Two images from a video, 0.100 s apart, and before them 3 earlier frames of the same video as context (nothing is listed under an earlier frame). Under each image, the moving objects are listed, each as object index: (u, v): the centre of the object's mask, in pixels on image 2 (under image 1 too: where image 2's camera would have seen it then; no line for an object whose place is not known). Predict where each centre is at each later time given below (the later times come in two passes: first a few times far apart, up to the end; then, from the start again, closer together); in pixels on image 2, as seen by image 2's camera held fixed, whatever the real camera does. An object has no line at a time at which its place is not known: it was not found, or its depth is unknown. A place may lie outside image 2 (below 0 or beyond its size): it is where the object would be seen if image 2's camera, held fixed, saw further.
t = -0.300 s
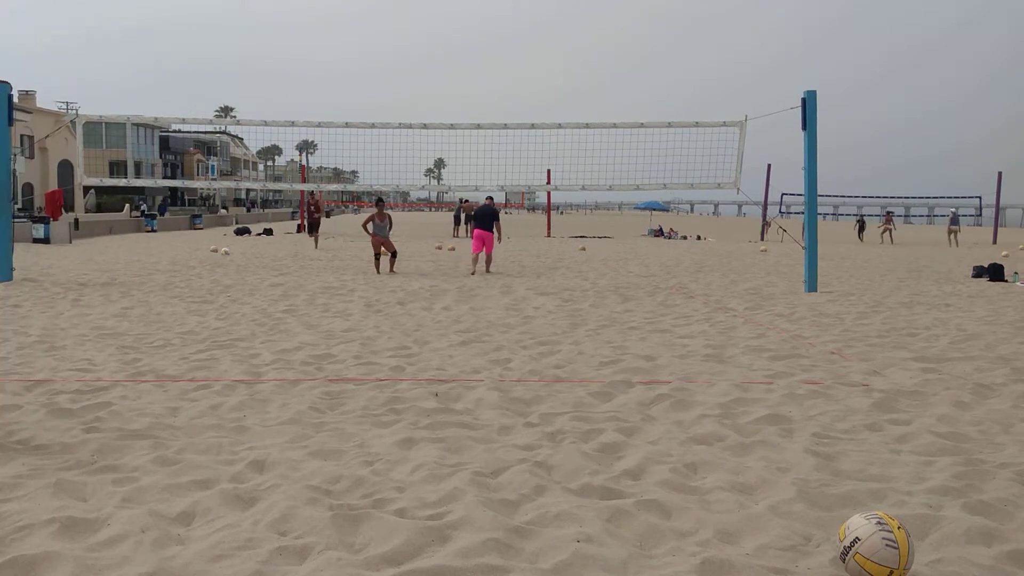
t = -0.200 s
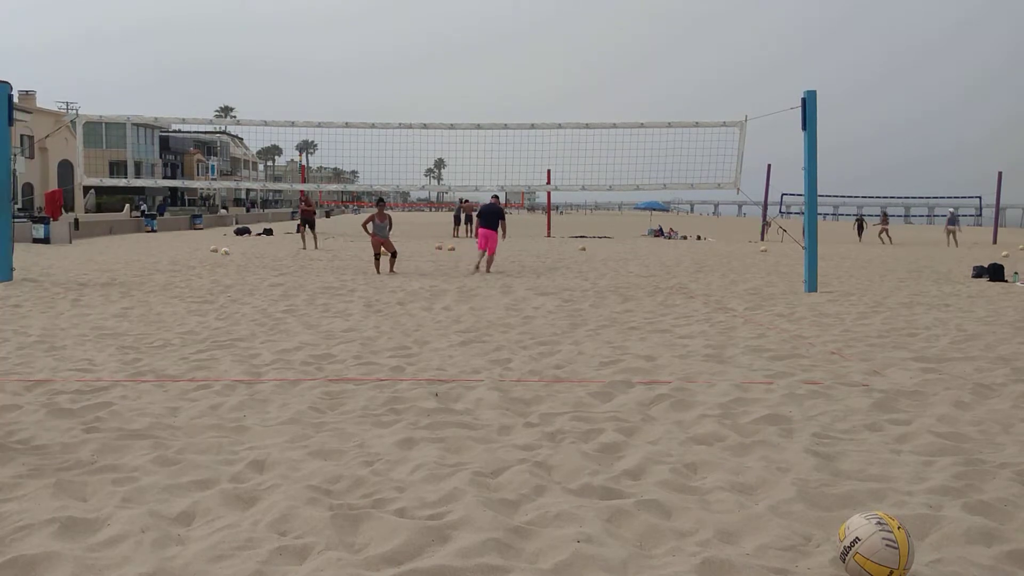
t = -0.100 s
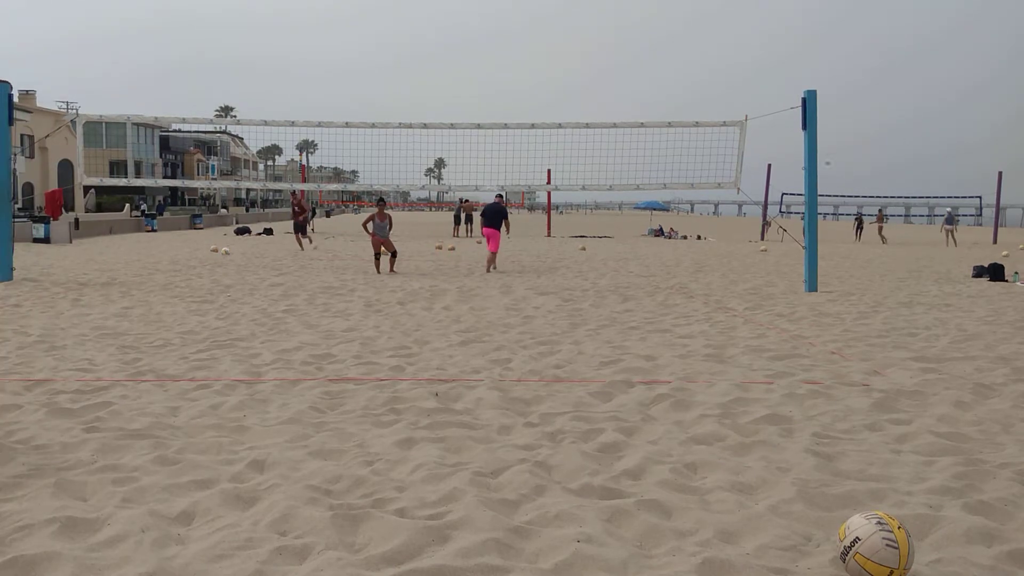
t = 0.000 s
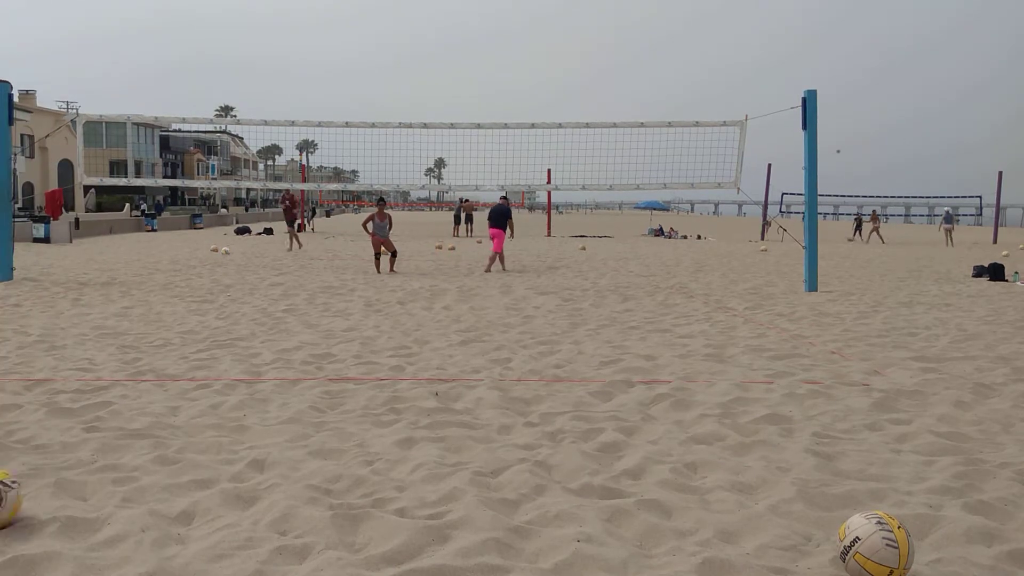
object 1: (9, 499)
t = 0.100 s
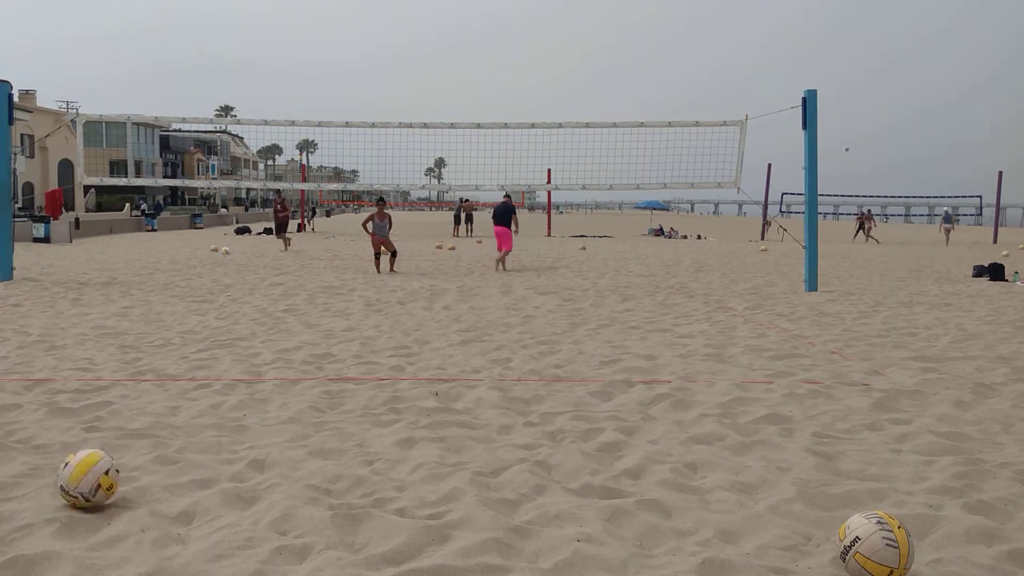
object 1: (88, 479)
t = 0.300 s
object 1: (231, 457)
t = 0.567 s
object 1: (311, 439)
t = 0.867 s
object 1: (339, 434)
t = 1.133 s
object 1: (334, 440)
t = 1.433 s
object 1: (330, 438)
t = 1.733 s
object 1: (331, 438)
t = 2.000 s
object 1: (331, 438)
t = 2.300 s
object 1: (331, 438)
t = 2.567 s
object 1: (331, 438)
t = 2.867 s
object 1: (331, 438)
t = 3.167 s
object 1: (331, 438)
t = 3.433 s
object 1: (331, 438)
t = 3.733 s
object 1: (331, 438)
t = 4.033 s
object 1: (331, 438)
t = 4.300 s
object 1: (331, 438)
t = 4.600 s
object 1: (331, 438)
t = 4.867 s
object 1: (331, 438)
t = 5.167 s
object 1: (331, 438)
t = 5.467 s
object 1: (331, 438)
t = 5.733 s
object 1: (331, 438)
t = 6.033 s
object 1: (331, 438)
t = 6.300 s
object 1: (331, 438)
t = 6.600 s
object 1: (331, 438)
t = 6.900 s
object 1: (331, 438)
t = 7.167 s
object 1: (331, 438)
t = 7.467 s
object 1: (331, 438)
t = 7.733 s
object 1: (331, 438)
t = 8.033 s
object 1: (331, 438)
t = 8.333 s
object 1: (331, 438)
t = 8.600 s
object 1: (331, 438)
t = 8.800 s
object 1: (331, 438)
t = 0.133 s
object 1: (126, 468)
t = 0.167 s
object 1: (148, 463)
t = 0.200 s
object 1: (168, 458)
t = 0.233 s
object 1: (188, 458)
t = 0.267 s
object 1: (209, 460)
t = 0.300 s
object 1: (231, 457)
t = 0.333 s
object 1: (248, 456)
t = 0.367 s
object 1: (261, 450)
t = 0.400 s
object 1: (272, 448)
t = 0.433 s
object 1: (282, 445)
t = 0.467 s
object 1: (290, 445)
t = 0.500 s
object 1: (298, 443)
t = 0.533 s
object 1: (305, 441)
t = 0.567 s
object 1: (311, 439)
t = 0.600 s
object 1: (316, 438)
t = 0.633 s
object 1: (322, 438)
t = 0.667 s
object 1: (328, 439)
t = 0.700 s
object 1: (336, 438)
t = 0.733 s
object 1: (340, 434)
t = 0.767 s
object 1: (341, 432)
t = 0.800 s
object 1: (341, 431)
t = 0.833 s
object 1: (340, 432)
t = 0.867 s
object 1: (339, 434)
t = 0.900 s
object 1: (337, 436)
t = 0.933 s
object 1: (333, 438)
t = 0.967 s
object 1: (330, 439)
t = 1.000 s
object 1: (329, 439)
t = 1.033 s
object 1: (329, 440)
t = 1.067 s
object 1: (330, 440)
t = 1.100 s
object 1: (332, 440)
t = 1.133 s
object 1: (334, 440)
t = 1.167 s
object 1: (335, 439)
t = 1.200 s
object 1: (335, 439)
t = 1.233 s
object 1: (335, 439)
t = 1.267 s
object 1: (333, 439)
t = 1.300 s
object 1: (333, 438)
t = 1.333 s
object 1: (332, 438)
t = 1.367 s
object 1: (330, 438)
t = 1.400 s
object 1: (330, 438)
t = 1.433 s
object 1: (330, 438)
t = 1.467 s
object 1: (330, 438)
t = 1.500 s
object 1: (331, 438)
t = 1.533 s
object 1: (331, 438)
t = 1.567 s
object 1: (331, 438)
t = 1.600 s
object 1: (331, 438)
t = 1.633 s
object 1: (331, 438)
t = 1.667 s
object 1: (331, 438)
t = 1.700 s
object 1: (331, 438)
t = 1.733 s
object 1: (331, 438)
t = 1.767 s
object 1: (331, 438)
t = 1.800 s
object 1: (331, 438)
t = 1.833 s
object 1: (331, 438)
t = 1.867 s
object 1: (331, 438)
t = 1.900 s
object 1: (331, 438)
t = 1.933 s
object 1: (331, 438)
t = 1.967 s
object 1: (331, 438)
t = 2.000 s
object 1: (331, 438)
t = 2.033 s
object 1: (331, 438)
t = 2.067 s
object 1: (331, 438)
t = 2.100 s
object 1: (331, 438)
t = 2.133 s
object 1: (331, 438)
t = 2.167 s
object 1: (331, 438)
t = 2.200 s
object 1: (331, 438)
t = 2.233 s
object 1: (331, 438)
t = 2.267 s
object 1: (331, 438)
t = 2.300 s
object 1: (331, 438)
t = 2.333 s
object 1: (331, 438)
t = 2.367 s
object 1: (331, 438)
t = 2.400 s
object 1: (331, 438)
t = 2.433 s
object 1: (331, 438)
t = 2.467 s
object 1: (331, 438)
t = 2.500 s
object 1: (331, 438)
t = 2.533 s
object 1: (331, 438)
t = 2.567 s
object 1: (331, 438)
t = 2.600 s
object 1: (331, 438)
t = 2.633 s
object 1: (331, 438)
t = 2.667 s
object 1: (331, 438)
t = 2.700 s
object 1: (331, 438)
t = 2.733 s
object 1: (331, 438)
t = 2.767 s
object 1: (331, 438)
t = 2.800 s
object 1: (331, 438)
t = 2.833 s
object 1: (331, 438)
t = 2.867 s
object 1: (331, 438)
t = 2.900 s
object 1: (331, 438)
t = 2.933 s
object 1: (331, 438)
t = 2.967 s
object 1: (331, 438)
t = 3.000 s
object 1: (331, 438)
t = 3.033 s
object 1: (331, 438)
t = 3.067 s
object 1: (331, 438)
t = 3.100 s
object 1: (331, 438)
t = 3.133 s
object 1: (331, 438)
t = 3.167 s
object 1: (331, 438)
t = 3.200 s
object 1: (331, 438)
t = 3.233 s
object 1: (331, 438)
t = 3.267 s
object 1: (331, 438)
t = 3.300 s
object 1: (331, 438)
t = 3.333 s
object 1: (331, 438)
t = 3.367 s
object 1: (331, 438)
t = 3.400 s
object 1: (331, 438)
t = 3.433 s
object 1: (331, 438)
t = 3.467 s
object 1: (331, 438)
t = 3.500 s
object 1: (331, 438)
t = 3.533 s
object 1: (331, 438)
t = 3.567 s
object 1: (331, 438)
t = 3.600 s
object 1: (331, 438)
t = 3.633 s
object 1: (331, 438)
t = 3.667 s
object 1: (331, 438)
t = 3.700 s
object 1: (331, 438)
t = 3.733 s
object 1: (331, 438)
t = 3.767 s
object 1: (331, 438)
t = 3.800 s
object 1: (331, 438)
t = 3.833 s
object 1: (331, 438)
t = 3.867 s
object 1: (331, 438)
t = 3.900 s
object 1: (331, 438)
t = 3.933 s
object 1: (331, 438)
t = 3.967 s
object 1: (331, 438)
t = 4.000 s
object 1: (331, 438)
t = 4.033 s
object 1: (331, 438)
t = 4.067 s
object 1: (331, 438)
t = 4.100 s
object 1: (331, 438)
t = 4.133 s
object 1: (331, 438)
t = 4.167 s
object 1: (331, 438)
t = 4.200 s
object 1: (331, 438)
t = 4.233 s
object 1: (331, 438)
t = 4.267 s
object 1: (331, 438)
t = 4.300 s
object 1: (331, 438)
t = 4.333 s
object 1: (331, 438)
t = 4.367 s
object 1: (331, 438)
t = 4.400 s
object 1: (331, 438)
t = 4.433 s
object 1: (331, 438)
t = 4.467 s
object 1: (331, 438)
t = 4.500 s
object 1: (331, 438)
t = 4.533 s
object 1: (331, 438)
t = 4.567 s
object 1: (331, 438)
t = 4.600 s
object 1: (331, 438)
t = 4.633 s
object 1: (331, 438)
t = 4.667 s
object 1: (331, 438)
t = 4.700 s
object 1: (331, 438)
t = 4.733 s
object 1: (331, 438)
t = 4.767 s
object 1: (331, 438)
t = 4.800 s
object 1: (331, 438)
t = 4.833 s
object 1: (331, 438)
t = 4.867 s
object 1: (331, 438)
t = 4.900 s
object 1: (331, 438)
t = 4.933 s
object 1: (331, 438)
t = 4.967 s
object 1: (331, 438)
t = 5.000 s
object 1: (331, 438)
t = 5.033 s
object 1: (331, 438)
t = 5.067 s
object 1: (331, 438)
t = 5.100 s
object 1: (331, 438)
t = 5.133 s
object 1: (331, 438)
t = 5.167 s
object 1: (331, 438)
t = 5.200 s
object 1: (331, 438)
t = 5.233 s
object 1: (331, 438)
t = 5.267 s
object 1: (331, 438)
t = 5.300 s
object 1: (331, 438)
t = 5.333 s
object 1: (331, 438)
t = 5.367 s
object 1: (331, 438)
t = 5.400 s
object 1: (331, 438)
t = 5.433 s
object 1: (331, 438)
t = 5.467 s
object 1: (331, 438)
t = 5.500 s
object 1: (331, 438)
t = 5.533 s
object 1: (331, 438)
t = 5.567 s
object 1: (331, 438)
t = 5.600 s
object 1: (331, 438)
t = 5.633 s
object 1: (331, 438)
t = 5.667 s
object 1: (331, 438)
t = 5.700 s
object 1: (331, 438)
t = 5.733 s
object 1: (331, 438)
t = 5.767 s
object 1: (331, 438)
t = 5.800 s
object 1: (331, 438)
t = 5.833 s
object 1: (331, 438)
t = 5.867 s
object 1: (331, 438)
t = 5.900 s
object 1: (331, 438)
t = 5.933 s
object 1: (331, 438)
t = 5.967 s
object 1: (331, 438)
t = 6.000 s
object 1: (331, 438)
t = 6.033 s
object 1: (331, 438)
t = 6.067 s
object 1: (331, 438)
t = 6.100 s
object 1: (331, 438)
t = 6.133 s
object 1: (331, 438)
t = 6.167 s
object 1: (331, 438)
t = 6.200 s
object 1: (331, 438)
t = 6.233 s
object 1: (331, 438)
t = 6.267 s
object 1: (331, 438)
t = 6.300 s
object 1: (331, 438)
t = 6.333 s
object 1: (331, 438)
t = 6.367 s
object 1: (331, 438)
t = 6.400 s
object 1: (331, 438)
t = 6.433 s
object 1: (331, 438)
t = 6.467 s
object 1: (331, 438)
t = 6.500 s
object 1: (331, 438)
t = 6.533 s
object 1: (331, 438)
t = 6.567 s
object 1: (331, 438)
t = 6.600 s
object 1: (331, 438)
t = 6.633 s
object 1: (331, 438)
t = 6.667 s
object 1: (331, 438)
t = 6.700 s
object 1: (331, 438)
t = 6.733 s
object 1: (331, 438)
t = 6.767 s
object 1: (331, 438)
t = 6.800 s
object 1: (331, 438)
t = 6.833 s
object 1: (331, 438)
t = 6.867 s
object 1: (331, 438)
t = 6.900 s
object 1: (331, 438)
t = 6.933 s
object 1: (331, 438)
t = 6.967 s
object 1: (331, 438)
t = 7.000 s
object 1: (331, 438)
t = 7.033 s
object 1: (331, 438)
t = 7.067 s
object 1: (331, 438)
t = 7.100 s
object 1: (331, 438)
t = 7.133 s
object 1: (331, 438)
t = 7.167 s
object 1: (331, 438)
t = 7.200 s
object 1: (331, 438)
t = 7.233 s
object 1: (331, 438)
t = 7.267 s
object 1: (331, 438)
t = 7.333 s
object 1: (331, 438)
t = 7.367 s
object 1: (331, 438)
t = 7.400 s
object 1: (331, 438)
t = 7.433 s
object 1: (331, 438)
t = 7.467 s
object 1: (331, 438)
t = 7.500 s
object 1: (331, 438)
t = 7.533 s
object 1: (331, 438)
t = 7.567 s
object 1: (331, 438)
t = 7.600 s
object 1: (331, 438)
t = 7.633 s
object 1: (331, 438)
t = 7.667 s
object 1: (331, 438)
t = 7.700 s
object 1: (331, 438)
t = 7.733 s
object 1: (331, 438)
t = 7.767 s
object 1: (331, 438)
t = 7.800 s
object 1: (331, 438)
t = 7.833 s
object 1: (331, 438)
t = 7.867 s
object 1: (331, 438)
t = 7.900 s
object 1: (331, 438)
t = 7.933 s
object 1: (331, 438)
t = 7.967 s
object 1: (331, 438)
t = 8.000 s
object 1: (331, 438)
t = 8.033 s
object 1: (331, 438)
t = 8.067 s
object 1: (331, 438)
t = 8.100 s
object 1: (331, 438)
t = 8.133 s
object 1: (331, 438)
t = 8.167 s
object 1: (331, 438)
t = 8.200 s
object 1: (331, 438)
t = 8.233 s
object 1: (331, 438)
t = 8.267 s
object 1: (331, 438)
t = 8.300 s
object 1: (331, 438)
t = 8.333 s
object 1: (331, 438)
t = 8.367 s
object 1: (331, 438)
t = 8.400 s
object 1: (331, 438)
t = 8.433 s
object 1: (331, 438)
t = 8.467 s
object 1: (331, 438)
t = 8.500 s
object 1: (331, 438)
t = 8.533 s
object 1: (331, 438)
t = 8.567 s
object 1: (331, 438)
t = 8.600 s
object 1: (331, 438)
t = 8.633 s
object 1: (331, 438)
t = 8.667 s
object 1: (331, 438)
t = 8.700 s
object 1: (331, 438)
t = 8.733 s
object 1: (331, 438)
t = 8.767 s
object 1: (331, 438)
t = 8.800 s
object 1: (331, 438)
